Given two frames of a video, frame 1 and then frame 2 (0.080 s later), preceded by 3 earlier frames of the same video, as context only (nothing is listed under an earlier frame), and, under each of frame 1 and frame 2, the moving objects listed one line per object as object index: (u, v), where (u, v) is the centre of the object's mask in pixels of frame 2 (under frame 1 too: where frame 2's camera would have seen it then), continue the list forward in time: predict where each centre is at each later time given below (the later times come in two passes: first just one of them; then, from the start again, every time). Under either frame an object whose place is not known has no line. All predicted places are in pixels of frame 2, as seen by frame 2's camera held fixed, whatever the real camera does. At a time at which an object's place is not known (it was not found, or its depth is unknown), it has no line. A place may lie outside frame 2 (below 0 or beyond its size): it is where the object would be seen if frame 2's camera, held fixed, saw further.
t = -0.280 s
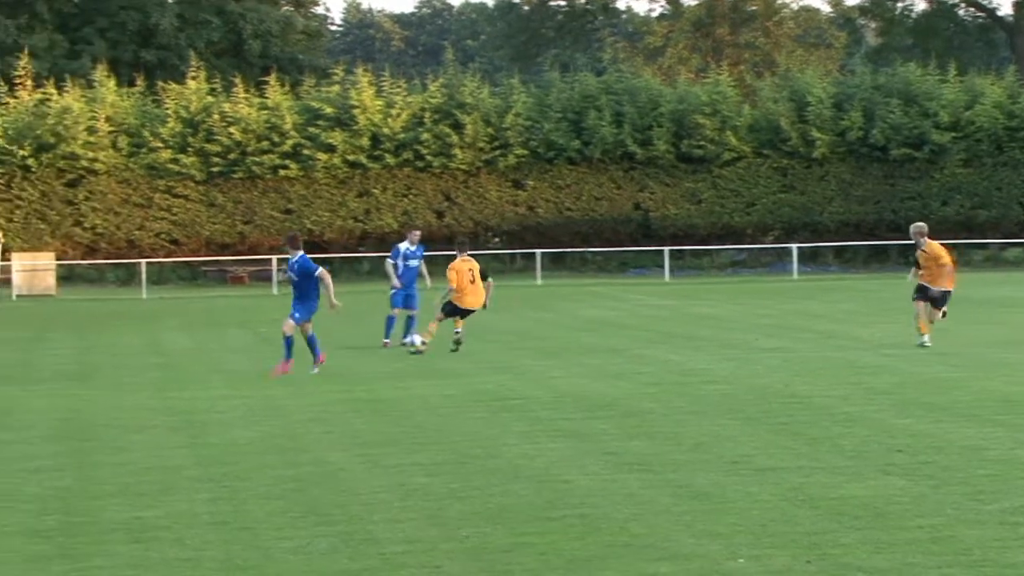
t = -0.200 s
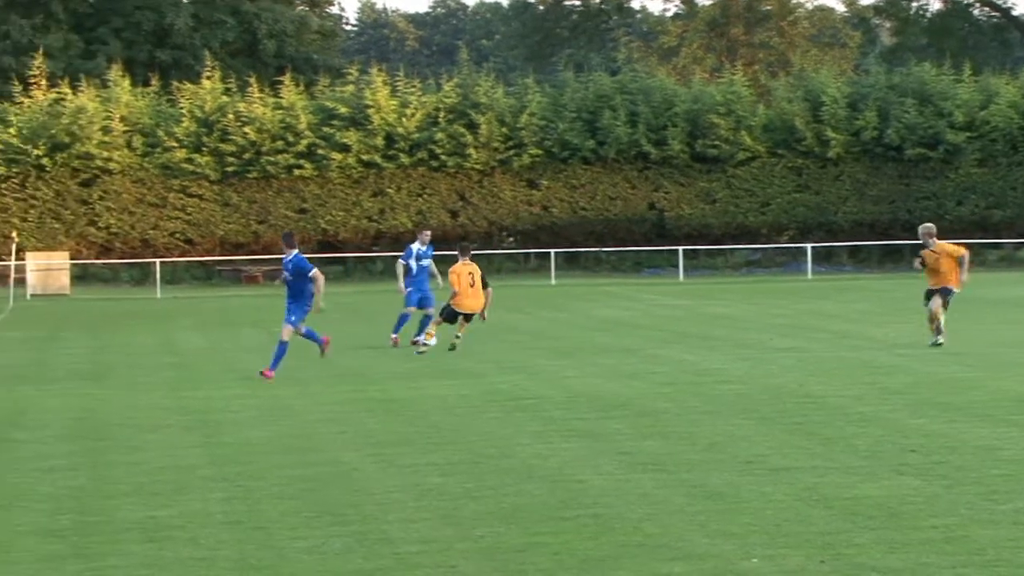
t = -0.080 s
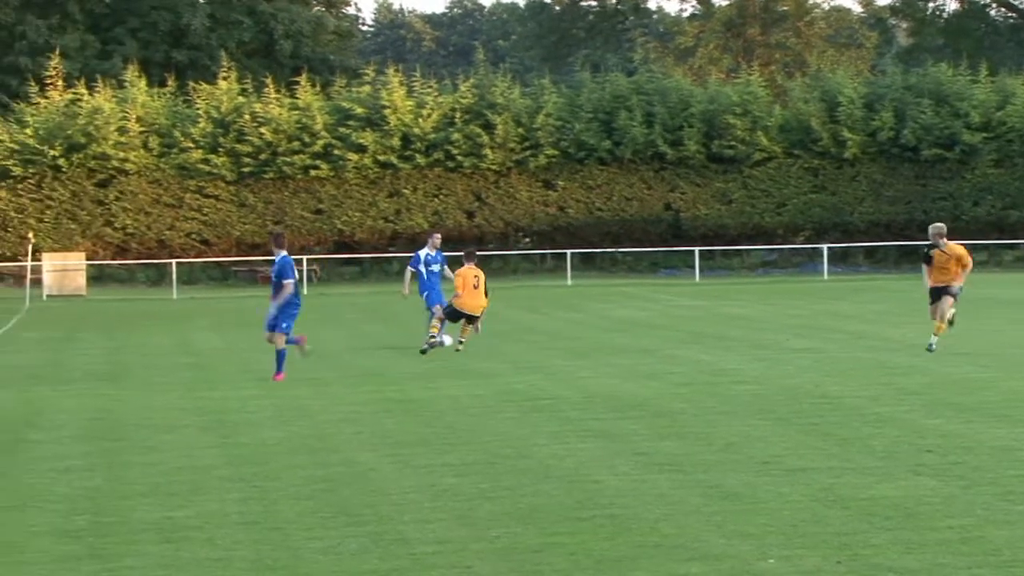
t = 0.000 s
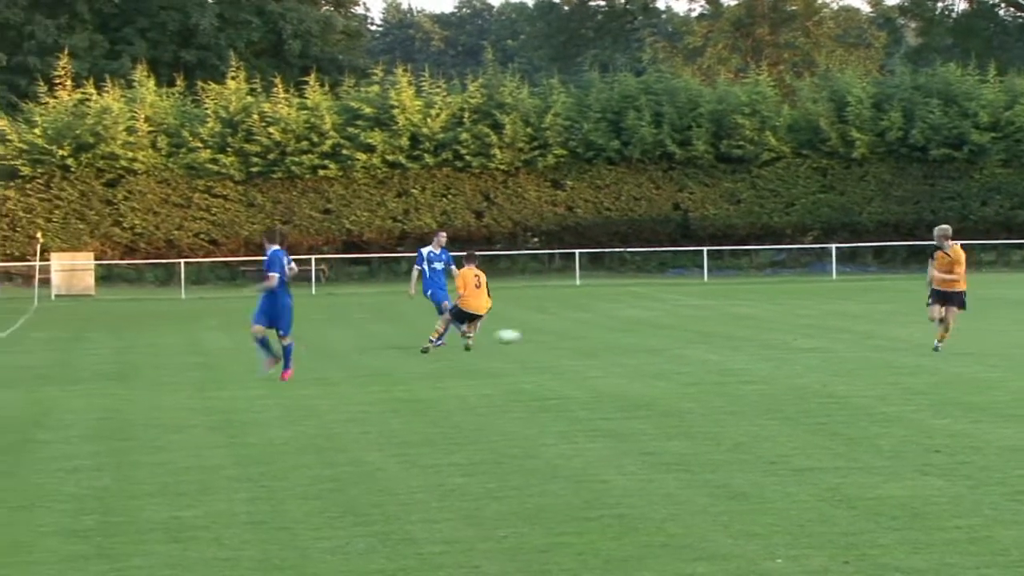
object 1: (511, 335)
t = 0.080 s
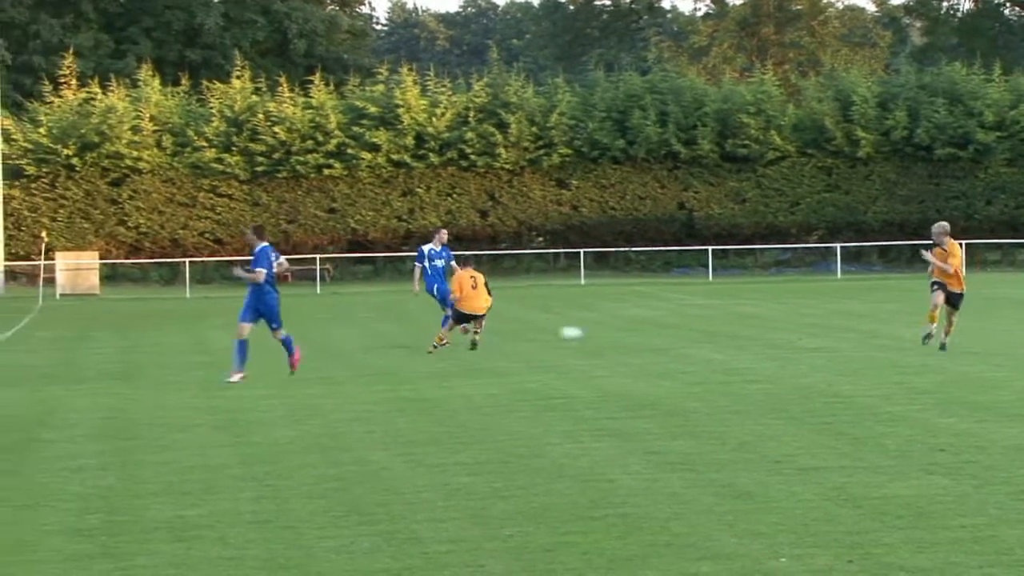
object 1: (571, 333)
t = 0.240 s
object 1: (672, 327)
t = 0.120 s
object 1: (600, 332)
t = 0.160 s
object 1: (625, 330)
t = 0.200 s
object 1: (650, 328)
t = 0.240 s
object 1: (672, 327)
